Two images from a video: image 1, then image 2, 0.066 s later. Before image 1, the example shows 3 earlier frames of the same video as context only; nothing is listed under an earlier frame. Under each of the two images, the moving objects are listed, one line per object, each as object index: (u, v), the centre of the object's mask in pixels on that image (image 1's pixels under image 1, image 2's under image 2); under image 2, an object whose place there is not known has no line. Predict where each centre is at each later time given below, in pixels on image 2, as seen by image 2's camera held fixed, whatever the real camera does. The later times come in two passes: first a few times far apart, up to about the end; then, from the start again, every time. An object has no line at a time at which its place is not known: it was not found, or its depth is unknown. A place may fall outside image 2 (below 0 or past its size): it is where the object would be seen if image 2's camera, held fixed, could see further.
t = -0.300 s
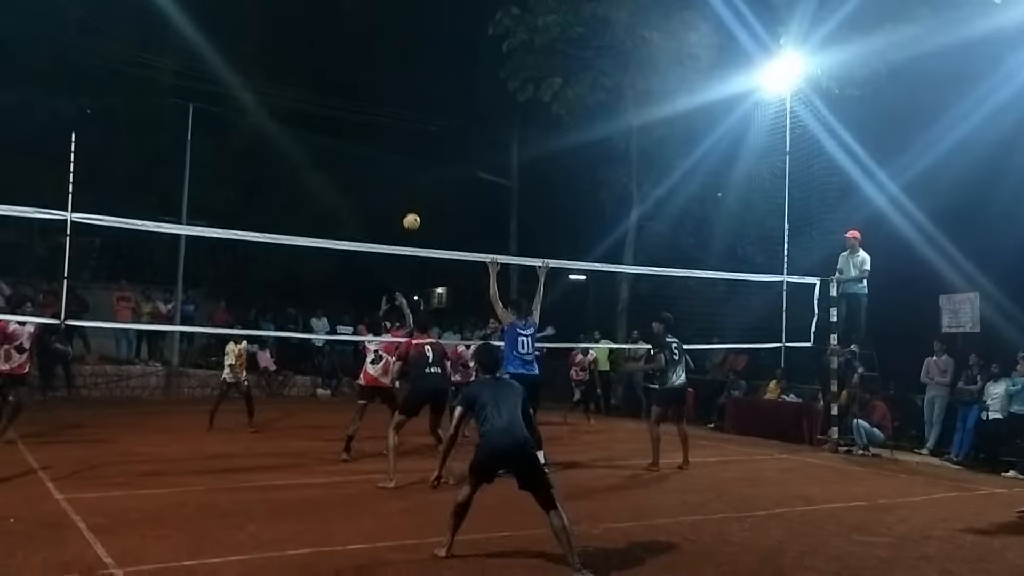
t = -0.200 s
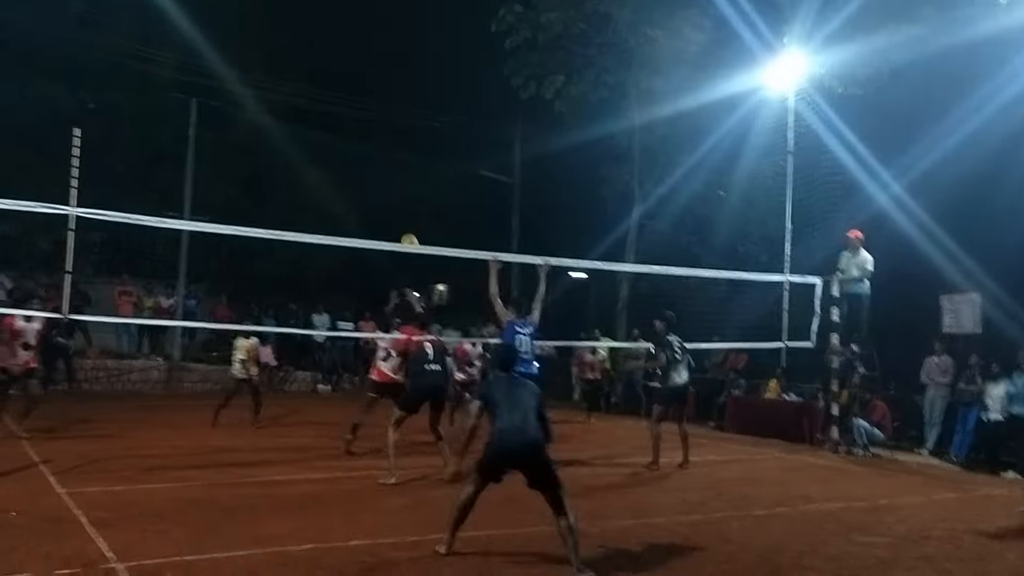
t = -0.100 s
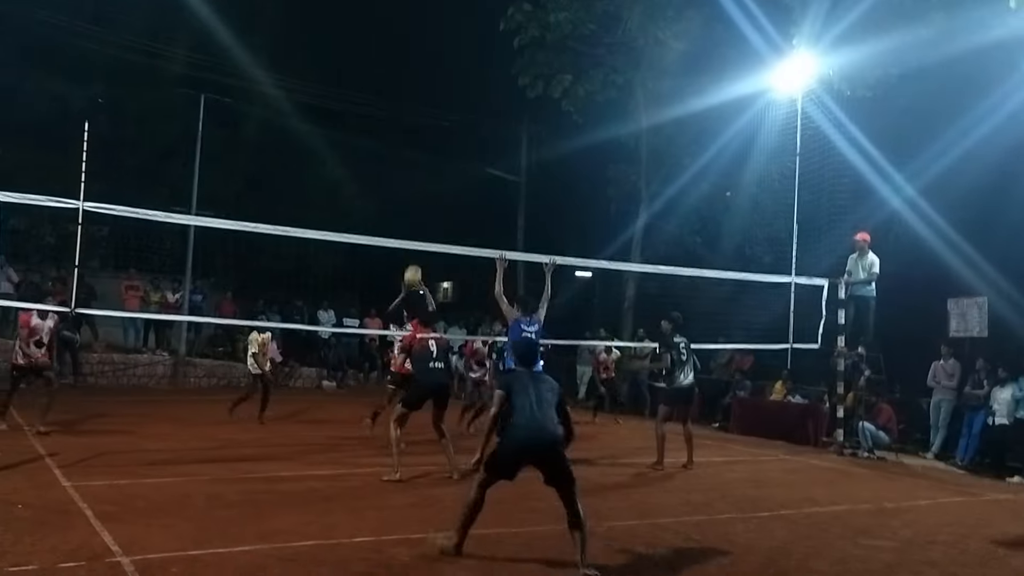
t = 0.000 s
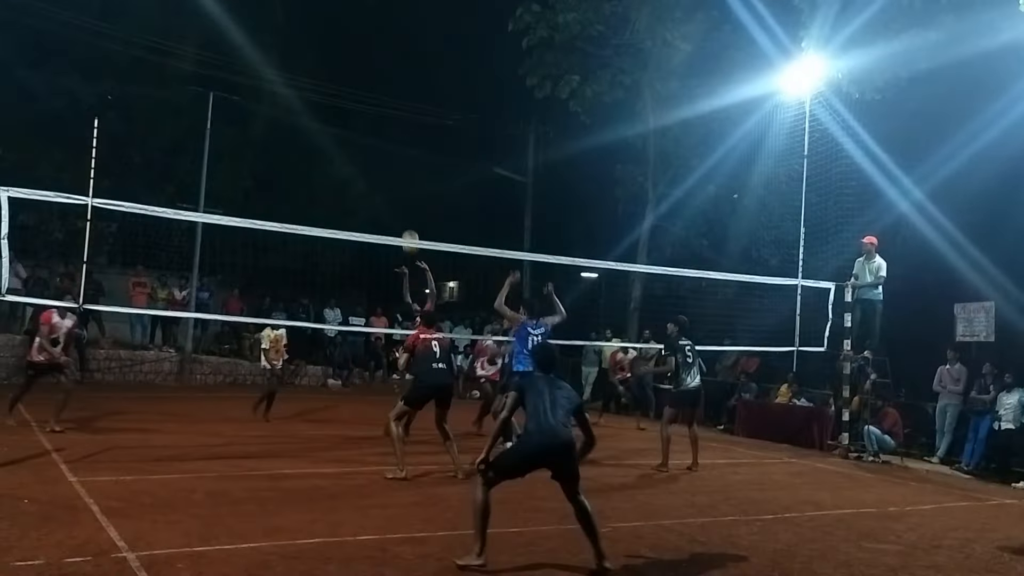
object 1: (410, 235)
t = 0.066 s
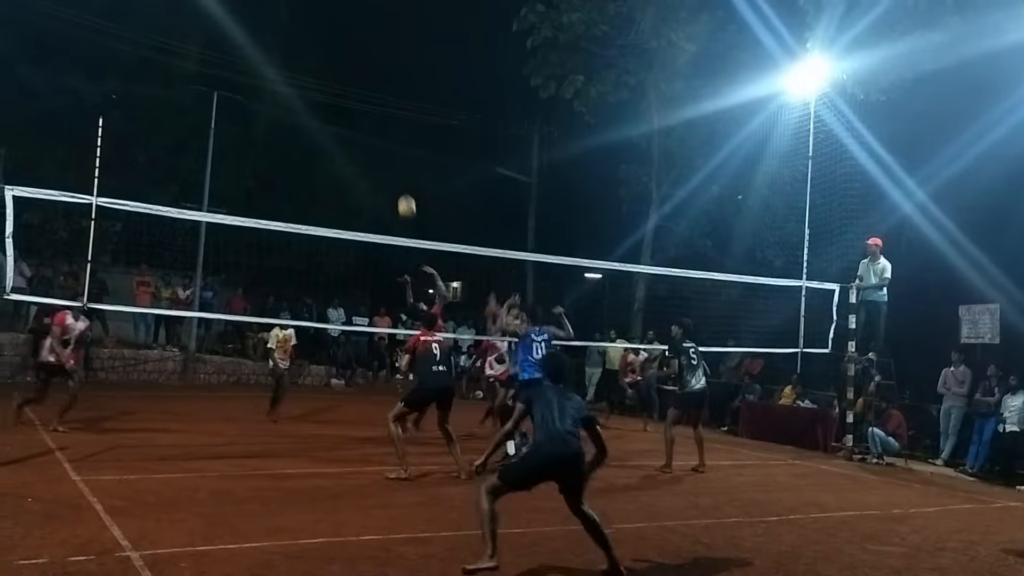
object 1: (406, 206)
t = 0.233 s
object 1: (388, 133)
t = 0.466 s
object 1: (359, 67)
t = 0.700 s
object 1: (325, 41)
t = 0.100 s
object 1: (403, 189)
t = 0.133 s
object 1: (399, 175)
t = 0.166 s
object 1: (395, 160)
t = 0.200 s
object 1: (392, 146)
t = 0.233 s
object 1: (388, 133)
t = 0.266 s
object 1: (384, 121)
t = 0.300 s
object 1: (380, 109)
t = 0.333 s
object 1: (375, 99)
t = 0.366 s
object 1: (371, 90)
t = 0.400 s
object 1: (367, 81)
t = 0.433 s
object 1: (363, 73)
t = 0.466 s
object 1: (359, 67)
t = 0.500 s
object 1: (354, 60)
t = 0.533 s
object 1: (349, 55)
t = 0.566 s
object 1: (344, 51)
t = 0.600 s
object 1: (340, 47)
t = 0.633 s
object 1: (335, 44)
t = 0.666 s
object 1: (330, 43)
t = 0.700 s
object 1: (325, 41)
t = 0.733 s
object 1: (320, 41)
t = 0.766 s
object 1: (315, 42)
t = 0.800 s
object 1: (309, 43)
